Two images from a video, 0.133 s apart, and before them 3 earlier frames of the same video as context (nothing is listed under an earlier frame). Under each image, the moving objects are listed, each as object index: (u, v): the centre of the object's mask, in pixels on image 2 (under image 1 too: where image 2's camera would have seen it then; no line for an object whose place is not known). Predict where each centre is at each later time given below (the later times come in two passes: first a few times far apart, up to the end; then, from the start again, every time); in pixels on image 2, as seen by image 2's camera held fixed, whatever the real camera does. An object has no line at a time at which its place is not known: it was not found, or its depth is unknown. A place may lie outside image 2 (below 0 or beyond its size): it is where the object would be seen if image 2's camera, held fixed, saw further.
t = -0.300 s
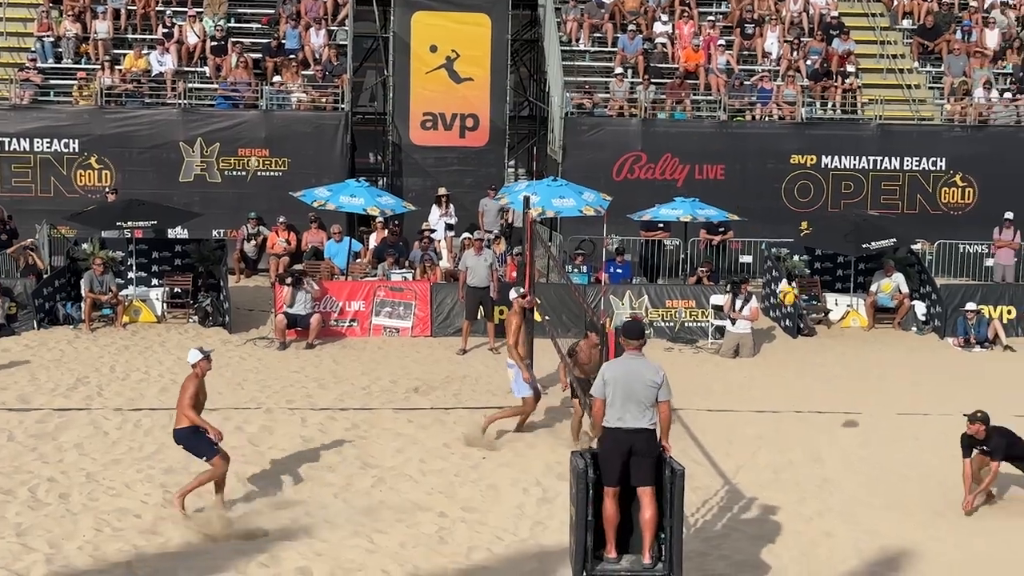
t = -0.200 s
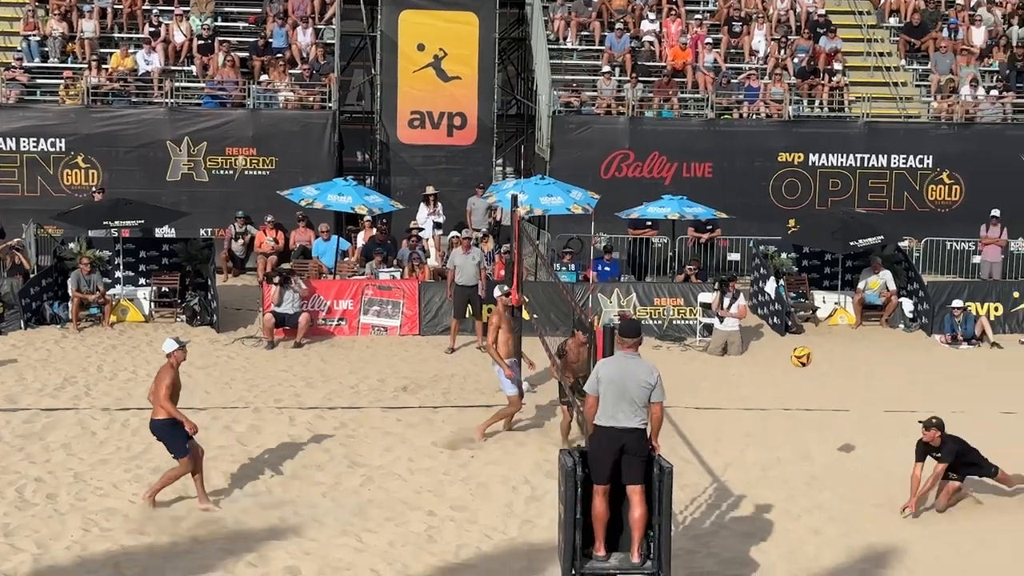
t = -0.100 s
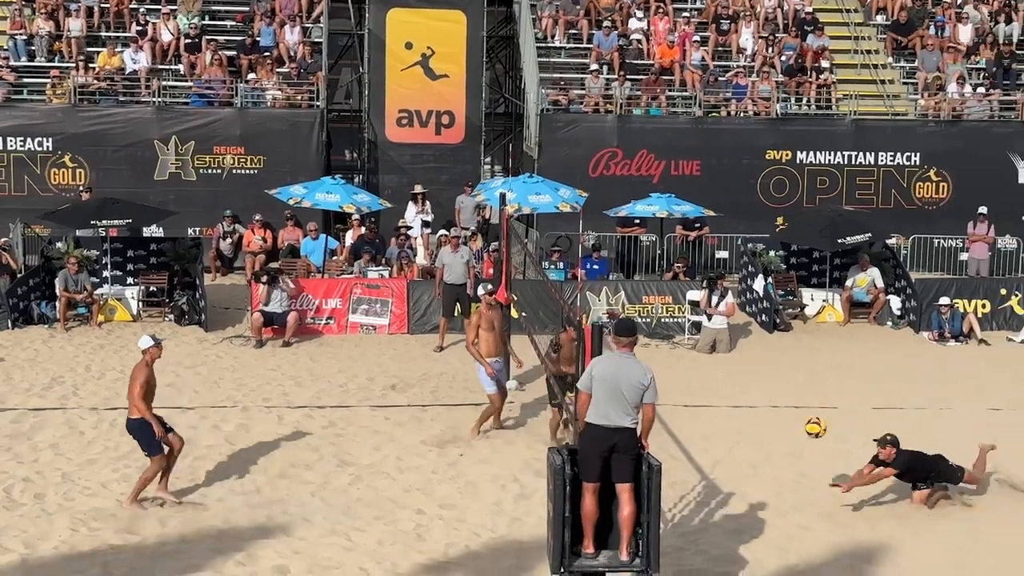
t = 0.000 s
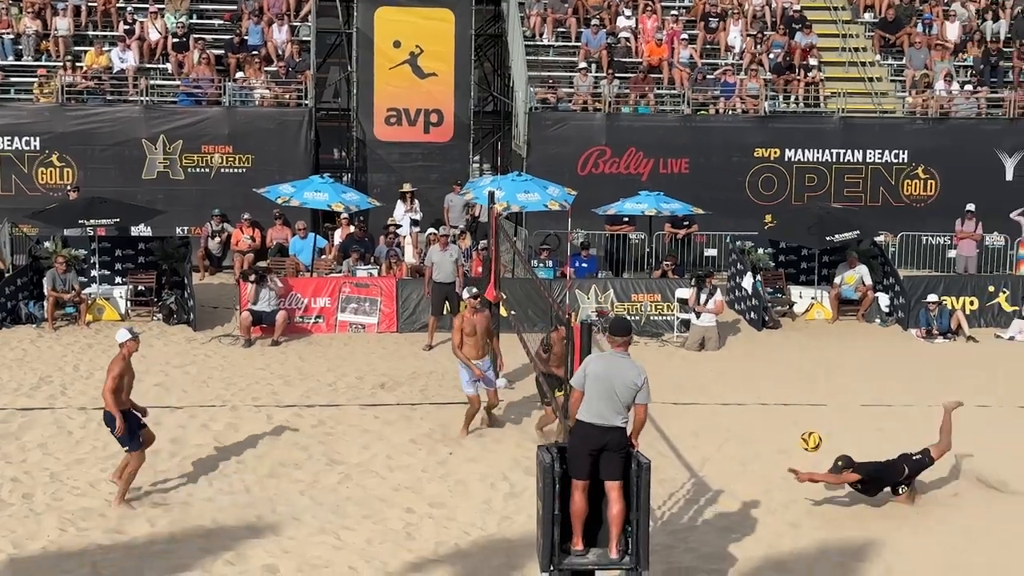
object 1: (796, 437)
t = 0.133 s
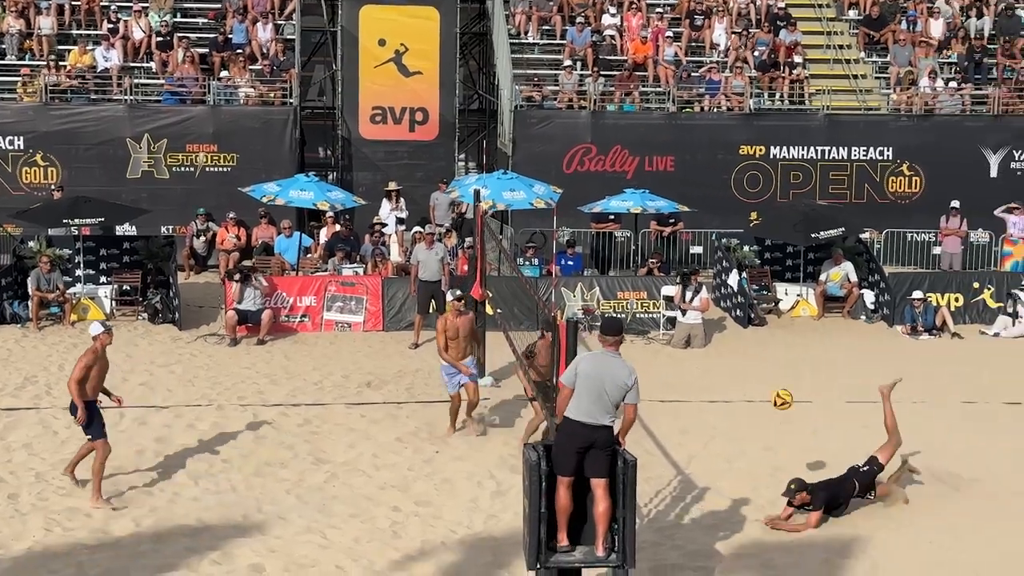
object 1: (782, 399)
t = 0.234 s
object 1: (770, 381)
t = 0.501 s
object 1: (736, 379)
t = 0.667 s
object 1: (715, 411)
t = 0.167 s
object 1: (778, 392)
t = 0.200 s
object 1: (774, 386)
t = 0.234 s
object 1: (770, 381)
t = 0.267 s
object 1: (766, 377)
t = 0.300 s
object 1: (763, 375)
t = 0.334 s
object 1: (757, 372)
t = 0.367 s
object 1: (755, 372)
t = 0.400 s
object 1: (751, 372)
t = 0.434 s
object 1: (747, 374)
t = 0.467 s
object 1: (743, 376)
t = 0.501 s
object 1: (736, 379)
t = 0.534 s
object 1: (732, 383)
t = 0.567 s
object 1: (728, 388)
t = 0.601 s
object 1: (724, 395)
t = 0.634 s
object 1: (719, 403)
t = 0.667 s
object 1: (715, 411)
